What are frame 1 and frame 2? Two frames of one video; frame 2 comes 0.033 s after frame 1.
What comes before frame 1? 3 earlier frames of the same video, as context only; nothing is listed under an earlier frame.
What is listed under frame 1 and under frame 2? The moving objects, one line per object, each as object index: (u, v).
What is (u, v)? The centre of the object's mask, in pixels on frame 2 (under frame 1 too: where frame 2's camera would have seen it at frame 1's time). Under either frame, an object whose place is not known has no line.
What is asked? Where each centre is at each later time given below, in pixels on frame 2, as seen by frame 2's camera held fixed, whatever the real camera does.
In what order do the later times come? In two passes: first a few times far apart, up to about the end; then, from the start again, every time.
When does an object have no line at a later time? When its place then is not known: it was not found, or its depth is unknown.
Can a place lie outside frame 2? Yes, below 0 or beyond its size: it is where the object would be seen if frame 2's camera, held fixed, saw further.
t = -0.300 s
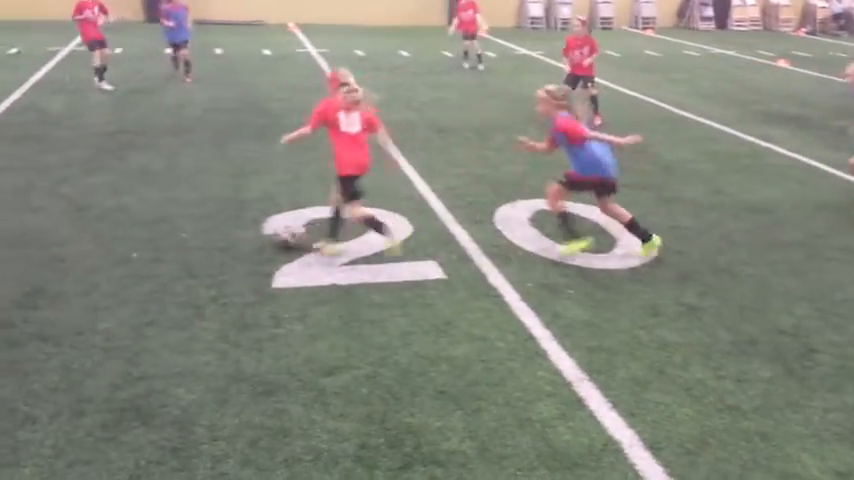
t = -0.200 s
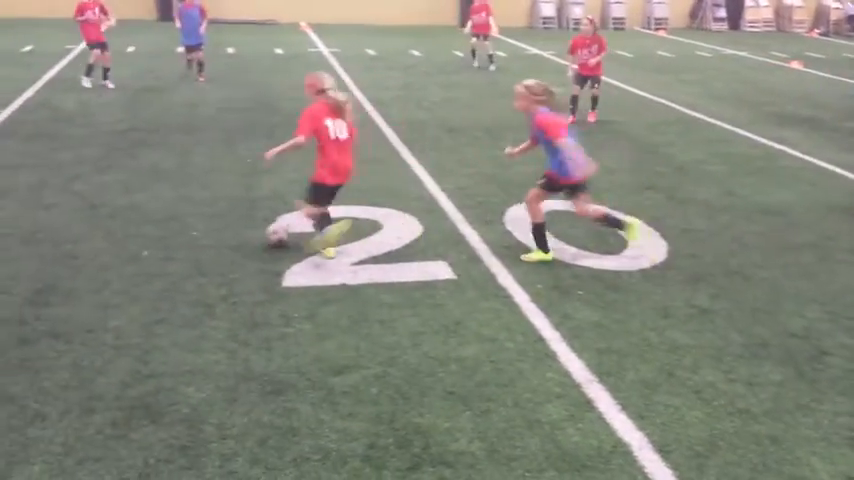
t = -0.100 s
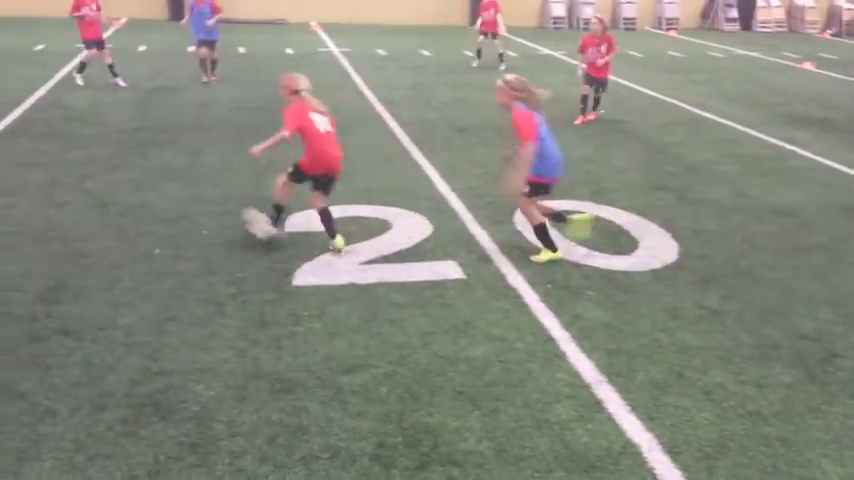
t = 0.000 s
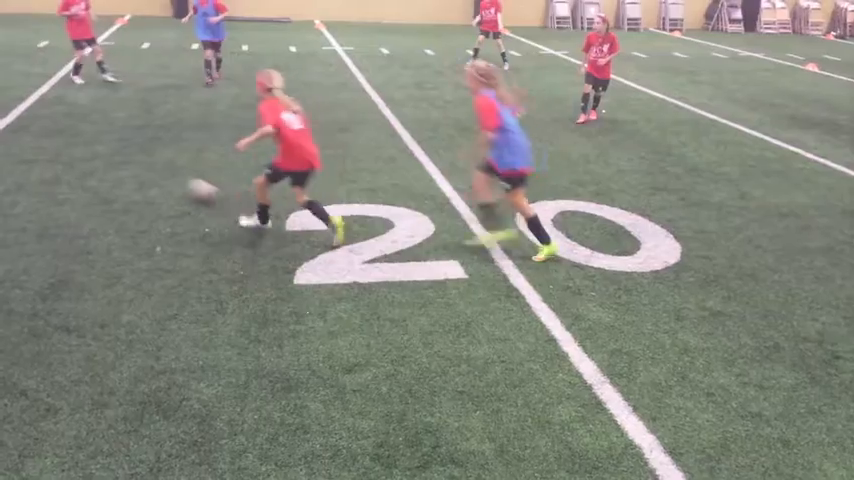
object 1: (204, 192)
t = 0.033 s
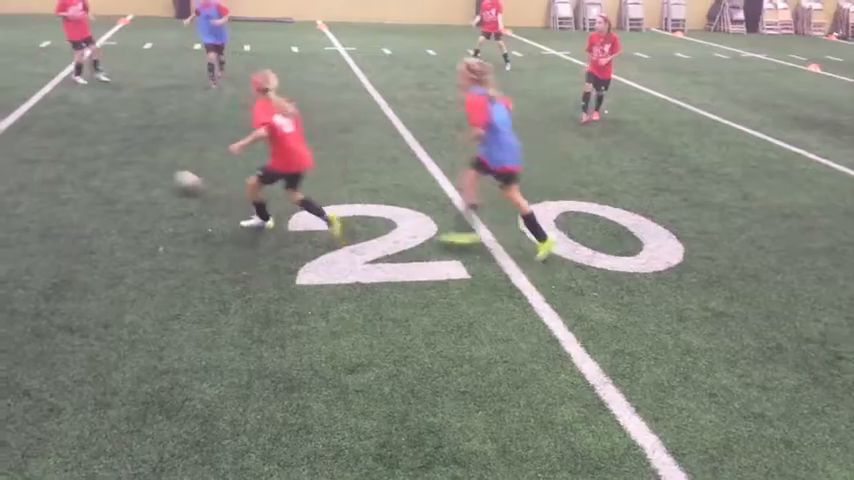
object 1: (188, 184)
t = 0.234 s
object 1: (112, 143)
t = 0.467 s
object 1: (56, 113)
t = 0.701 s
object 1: (18, 92)
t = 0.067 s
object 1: (172, 174)
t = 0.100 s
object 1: (159, 167)
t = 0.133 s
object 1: (146, 160)
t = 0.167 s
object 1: (134, 153)
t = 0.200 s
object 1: (122, 148)
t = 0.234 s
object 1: (112, 143)
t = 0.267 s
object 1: (103, 137)
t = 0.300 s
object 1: (94, 132)
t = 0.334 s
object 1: (85, 128)
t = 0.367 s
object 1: (78, 124)
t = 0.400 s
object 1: (70, 120)
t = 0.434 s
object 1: (63, 116)
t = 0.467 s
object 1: (56, 113)
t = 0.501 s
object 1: (49, 110)
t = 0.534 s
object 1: (43, 108)
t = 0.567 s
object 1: (40, 106)
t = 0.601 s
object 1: (34, 105)
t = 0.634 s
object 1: (26, 98)
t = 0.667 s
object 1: (22, 95)
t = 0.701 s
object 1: (18, 92)
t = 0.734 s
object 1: (12, 89)
